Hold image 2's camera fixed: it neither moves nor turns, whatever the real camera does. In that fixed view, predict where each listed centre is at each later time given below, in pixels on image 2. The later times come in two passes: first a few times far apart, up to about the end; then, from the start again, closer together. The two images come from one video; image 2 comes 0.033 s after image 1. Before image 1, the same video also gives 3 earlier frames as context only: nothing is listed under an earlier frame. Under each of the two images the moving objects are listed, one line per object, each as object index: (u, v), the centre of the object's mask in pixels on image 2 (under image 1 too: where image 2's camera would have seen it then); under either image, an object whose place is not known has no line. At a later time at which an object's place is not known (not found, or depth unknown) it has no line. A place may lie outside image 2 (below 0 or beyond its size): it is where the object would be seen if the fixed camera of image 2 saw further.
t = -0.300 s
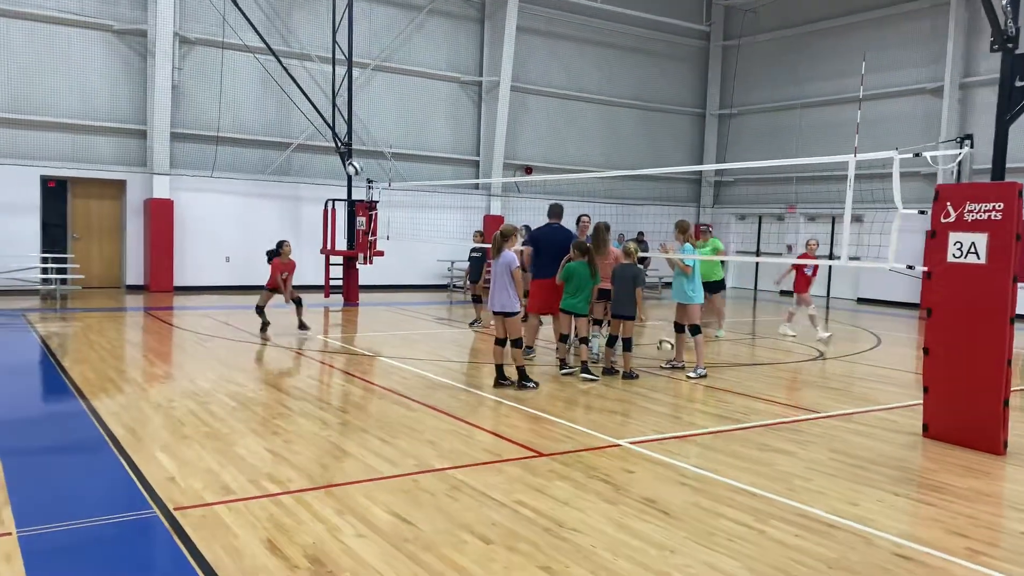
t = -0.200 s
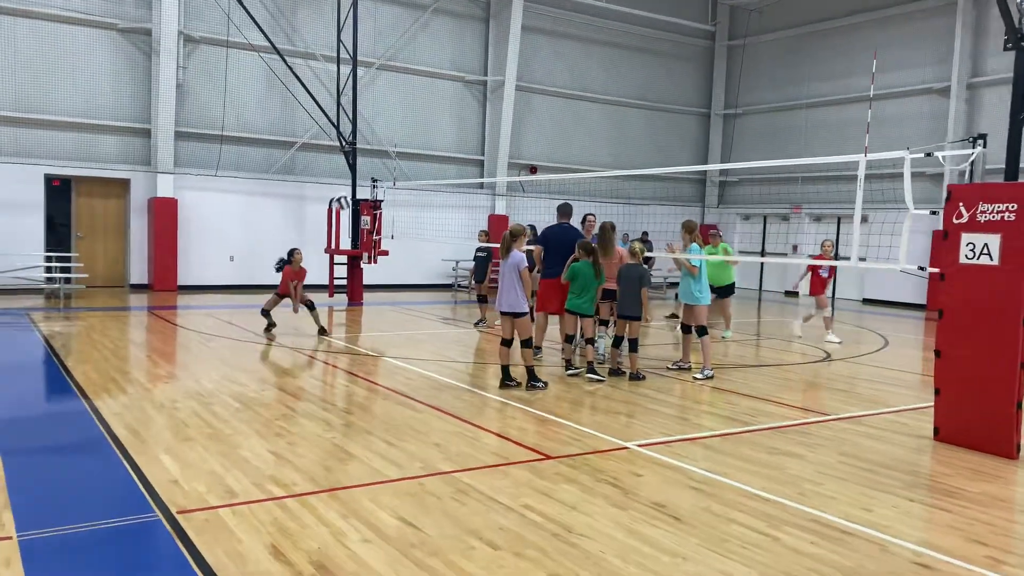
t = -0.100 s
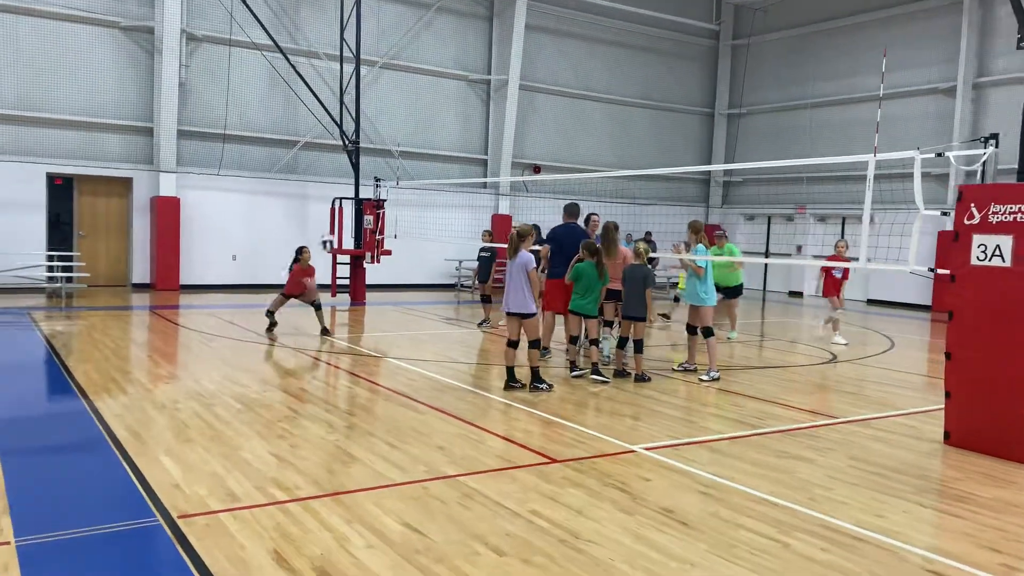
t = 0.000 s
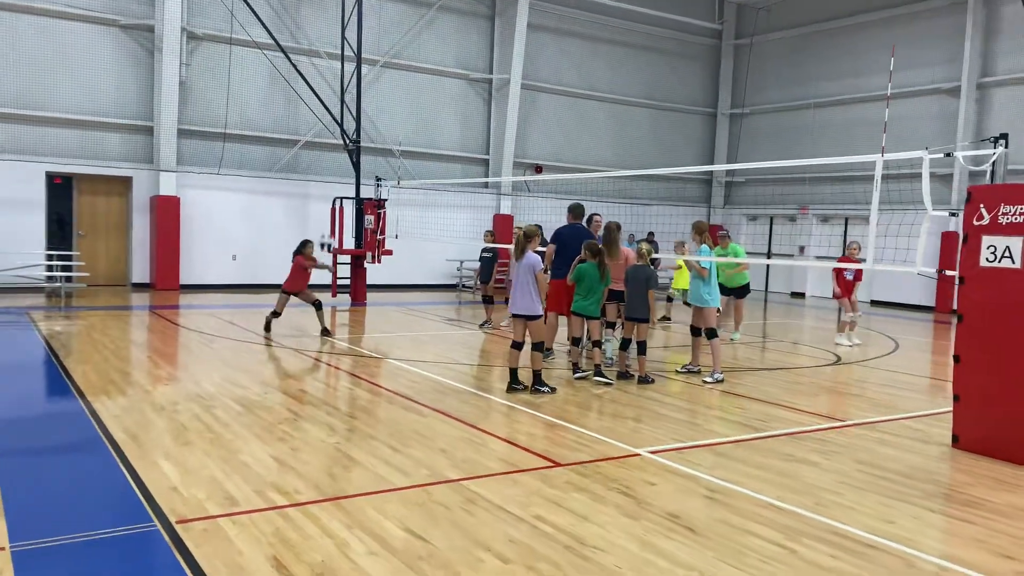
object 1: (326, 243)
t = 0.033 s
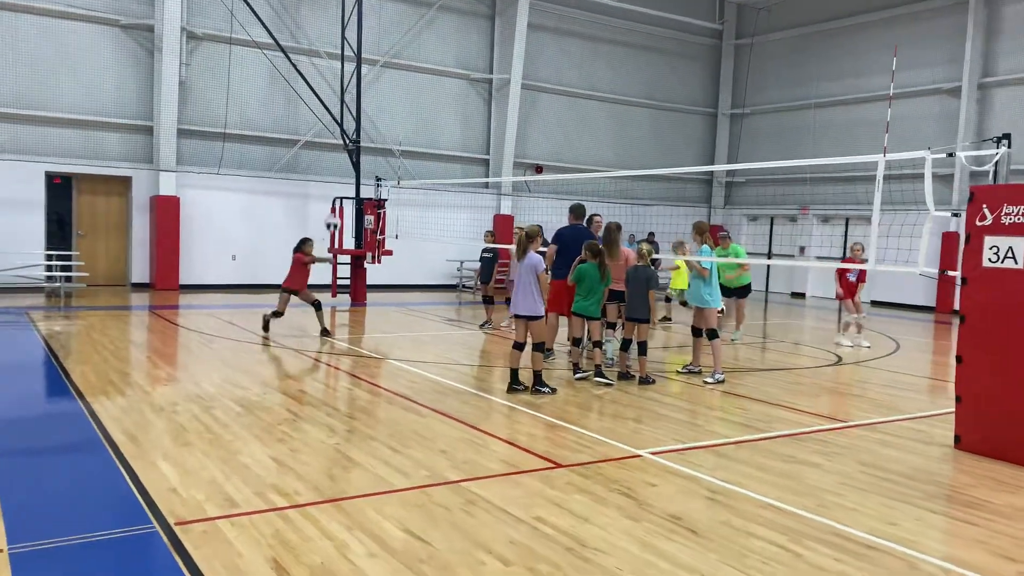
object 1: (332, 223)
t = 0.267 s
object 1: (375, 108)
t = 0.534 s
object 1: (425, 26)
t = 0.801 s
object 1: (471, 3)
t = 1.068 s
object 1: (517, 41)
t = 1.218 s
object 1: (542, 88)
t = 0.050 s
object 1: (335, 214)
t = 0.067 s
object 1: (337, 204)
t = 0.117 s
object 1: (348, 178)
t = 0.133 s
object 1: (351, 169)
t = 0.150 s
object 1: (354, 161)
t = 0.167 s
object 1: (356, 153)
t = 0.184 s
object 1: (359, 145)
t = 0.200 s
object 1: (362, 137)
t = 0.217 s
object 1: (366, 129)
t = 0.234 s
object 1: (369, 122)
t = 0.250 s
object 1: (373, 114)
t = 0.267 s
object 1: (375, 108)
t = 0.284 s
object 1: (378, 102)
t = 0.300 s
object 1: (381, 94)
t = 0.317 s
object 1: (385, 89)
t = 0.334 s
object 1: (388, 82)
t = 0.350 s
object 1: (392, 76)
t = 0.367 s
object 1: (394, 71)
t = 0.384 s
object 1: (396, 65)
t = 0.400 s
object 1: (400, 60)
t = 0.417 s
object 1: (403, 55)
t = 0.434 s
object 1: (406, 50)
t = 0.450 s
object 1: (409, 46)
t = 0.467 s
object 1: (412, 41)
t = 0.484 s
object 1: (415, 37)
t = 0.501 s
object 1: (418, 33)
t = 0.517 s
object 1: (421, 30)
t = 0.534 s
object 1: (425, 26)
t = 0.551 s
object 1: (427, 23)
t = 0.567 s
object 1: (430, 20)
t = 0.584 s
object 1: (433, 18)
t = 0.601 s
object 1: (436, 15)
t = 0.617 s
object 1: (439, 13)
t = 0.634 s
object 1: (442, 11)
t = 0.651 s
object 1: (445, 9)
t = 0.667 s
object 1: (448, 7)
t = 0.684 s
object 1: (451, 6)
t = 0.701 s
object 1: (454, 5)
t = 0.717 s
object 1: (456, 4)
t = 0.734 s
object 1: (459, 3)
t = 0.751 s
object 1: (462, 3)
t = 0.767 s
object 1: (465, 3)
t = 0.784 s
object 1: (468, 3)
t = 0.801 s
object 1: (471, 3)
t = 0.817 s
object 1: (474, 4)
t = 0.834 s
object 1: (477, 5)
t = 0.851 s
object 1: (479, 6)
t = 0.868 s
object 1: (483, 7)
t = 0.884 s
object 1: (485, 8)
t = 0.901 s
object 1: (488, 10)
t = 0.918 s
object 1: (491, 12)
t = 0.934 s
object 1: (494, 14)
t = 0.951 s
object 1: (497, 17)
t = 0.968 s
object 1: (500, 20)
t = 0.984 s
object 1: (503, 22)
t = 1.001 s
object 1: (506, 26)
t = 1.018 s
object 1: (508, 29)
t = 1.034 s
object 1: (511, 33)
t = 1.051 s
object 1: (514, 37)
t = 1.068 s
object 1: (517, 41)
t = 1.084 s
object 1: (520, 45)
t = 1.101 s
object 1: (523, 50)
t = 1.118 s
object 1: (526, 55)
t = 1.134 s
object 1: (528, 59)
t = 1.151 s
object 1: (531, 65)
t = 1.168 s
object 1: (534, 70)
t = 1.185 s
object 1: (537, 75)
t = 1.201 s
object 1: (540, 82)
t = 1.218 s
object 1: (542, 88)
